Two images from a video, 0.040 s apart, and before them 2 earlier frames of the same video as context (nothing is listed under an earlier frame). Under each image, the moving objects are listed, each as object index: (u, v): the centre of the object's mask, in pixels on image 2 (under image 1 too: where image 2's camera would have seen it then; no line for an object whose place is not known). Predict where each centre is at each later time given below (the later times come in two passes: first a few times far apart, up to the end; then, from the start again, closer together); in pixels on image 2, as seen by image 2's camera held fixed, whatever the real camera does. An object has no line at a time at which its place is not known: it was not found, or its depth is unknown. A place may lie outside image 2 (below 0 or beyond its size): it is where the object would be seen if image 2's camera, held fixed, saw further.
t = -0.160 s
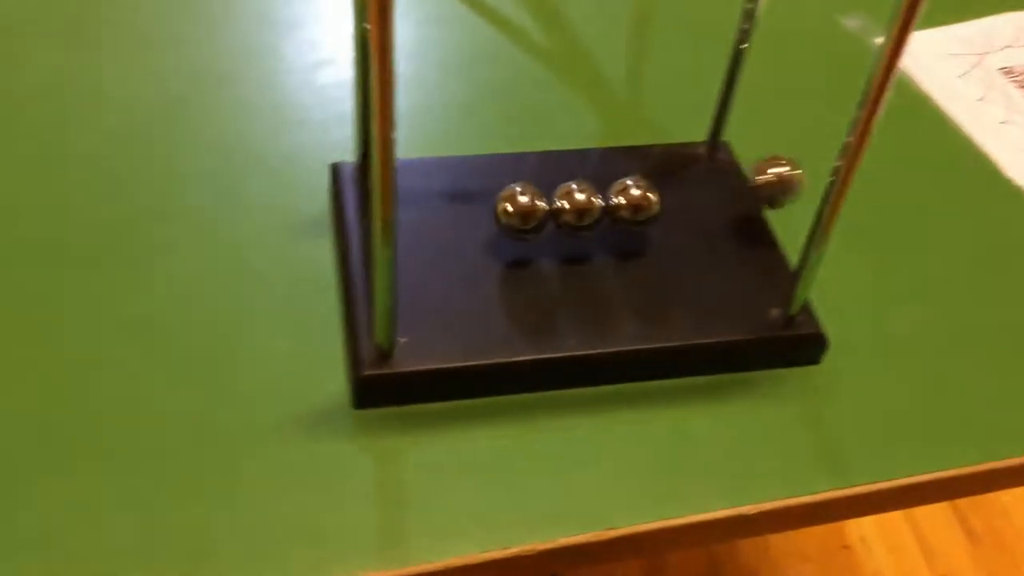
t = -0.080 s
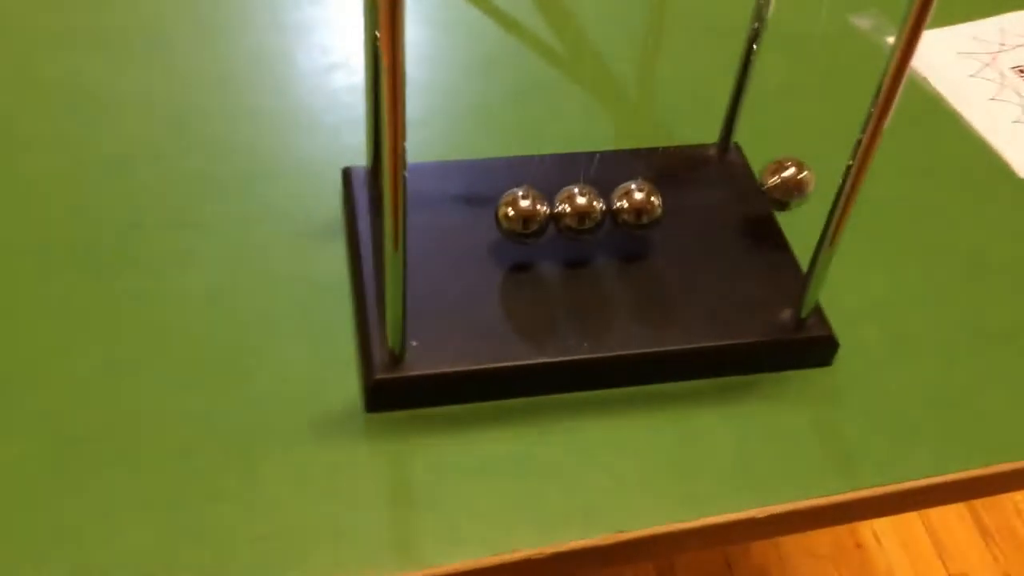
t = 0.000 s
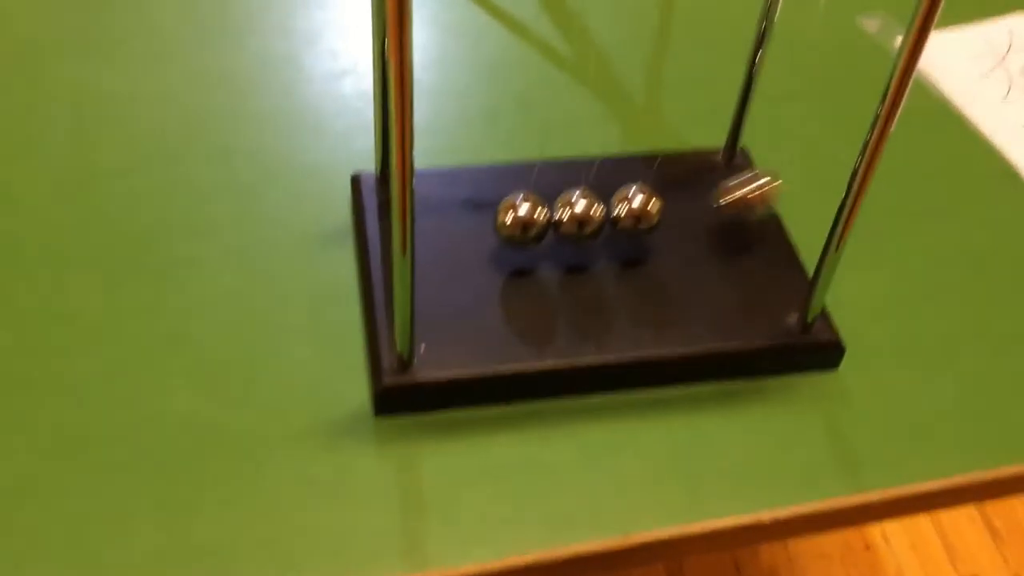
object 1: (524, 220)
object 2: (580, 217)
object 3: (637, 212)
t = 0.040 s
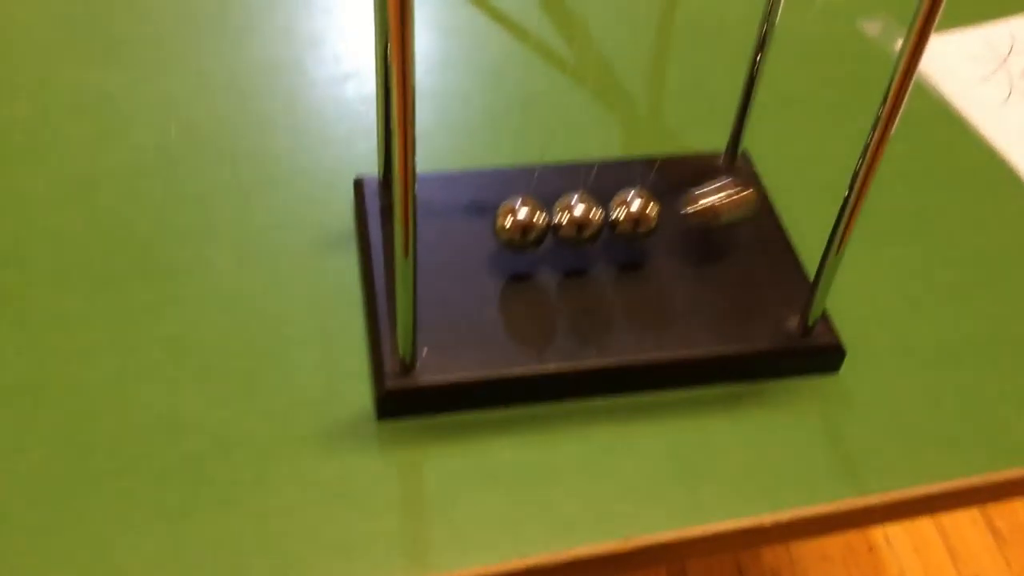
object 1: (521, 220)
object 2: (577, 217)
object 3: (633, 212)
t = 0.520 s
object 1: (546, 220)
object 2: (603, 218)
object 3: (657, 211)
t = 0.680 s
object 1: (532, 221)
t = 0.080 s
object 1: (518, 220)
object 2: (576, 217)
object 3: (630, 212)
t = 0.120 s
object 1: (488, 220)
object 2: (576, 217)
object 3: (629, 212)
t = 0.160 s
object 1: (460, 220)
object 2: (577, 217)
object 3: (631, 212)
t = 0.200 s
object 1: (441, 218)
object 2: (579, 218)
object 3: (633, 213)
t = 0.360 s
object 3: (651, 211)
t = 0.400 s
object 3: (655, 211)
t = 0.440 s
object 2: (600, 217)
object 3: (657, 211)
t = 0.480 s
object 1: (546, 220)
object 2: (604, 218)
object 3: (658, 211)
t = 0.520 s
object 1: (546, 220)
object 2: (603, 218)
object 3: (657, 211)
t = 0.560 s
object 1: (545, 220)
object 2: (601, 218)
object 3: (654, 212)
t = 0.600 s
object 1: (542, 221)
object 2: (597, 219)
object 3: (651, 213)
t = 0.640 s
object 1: (537, 221)
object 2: (592, 220)
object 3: (647, 213)
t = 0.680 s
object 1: (532, 221)
